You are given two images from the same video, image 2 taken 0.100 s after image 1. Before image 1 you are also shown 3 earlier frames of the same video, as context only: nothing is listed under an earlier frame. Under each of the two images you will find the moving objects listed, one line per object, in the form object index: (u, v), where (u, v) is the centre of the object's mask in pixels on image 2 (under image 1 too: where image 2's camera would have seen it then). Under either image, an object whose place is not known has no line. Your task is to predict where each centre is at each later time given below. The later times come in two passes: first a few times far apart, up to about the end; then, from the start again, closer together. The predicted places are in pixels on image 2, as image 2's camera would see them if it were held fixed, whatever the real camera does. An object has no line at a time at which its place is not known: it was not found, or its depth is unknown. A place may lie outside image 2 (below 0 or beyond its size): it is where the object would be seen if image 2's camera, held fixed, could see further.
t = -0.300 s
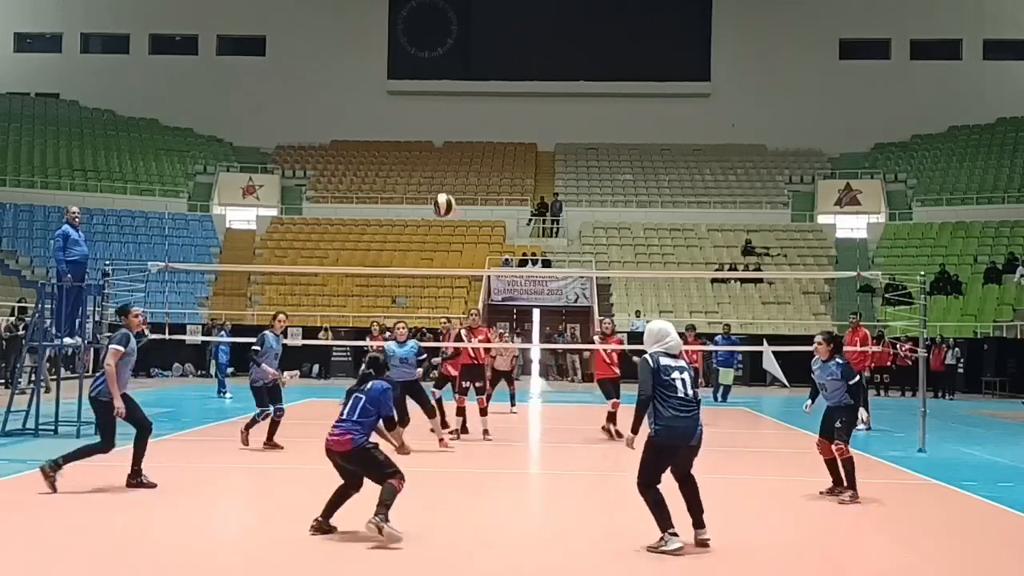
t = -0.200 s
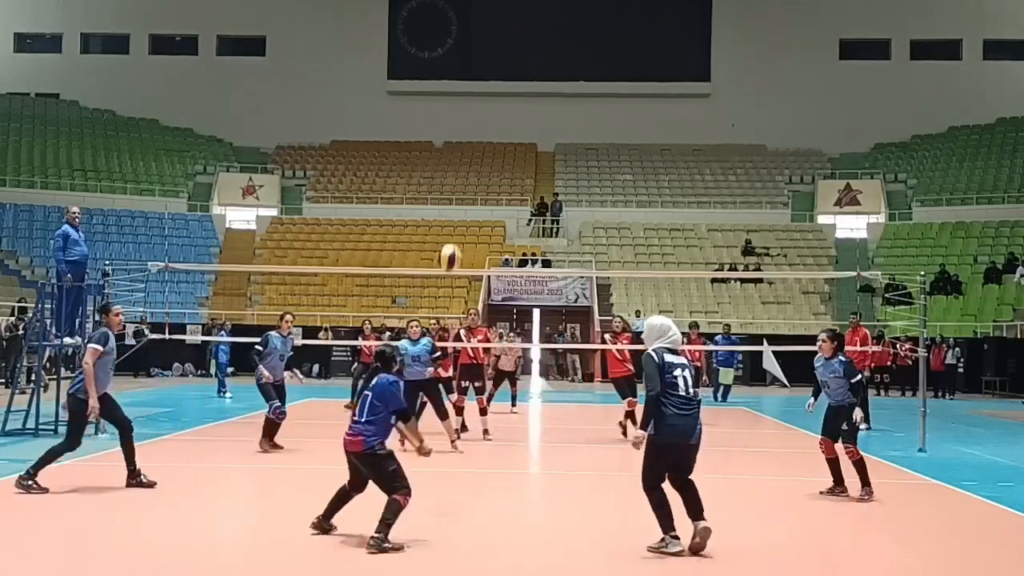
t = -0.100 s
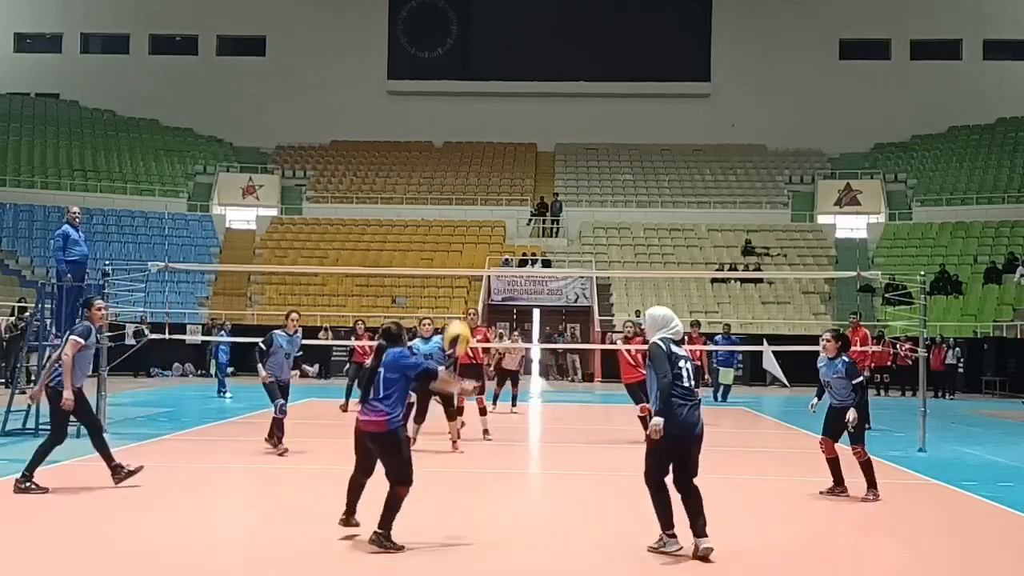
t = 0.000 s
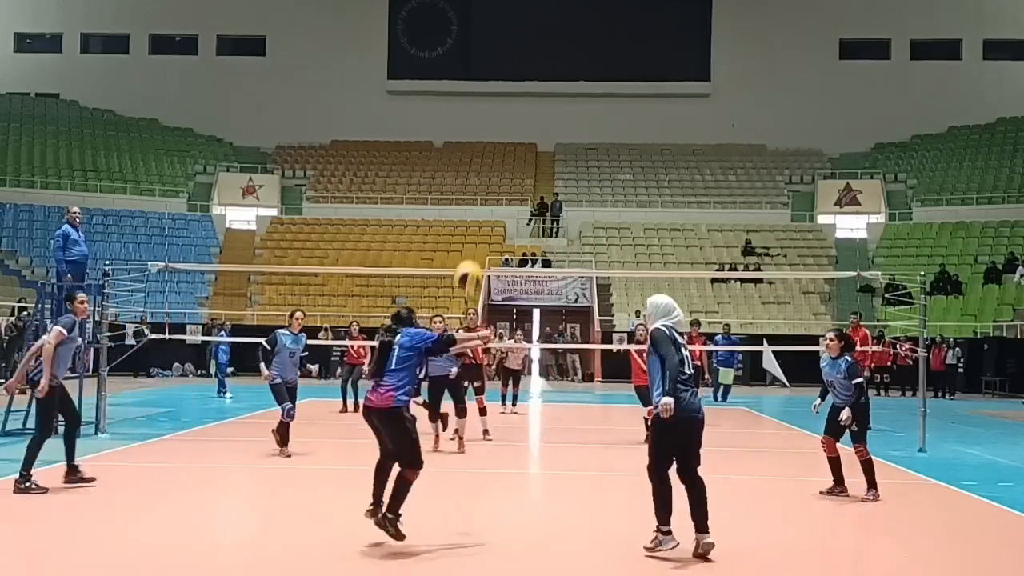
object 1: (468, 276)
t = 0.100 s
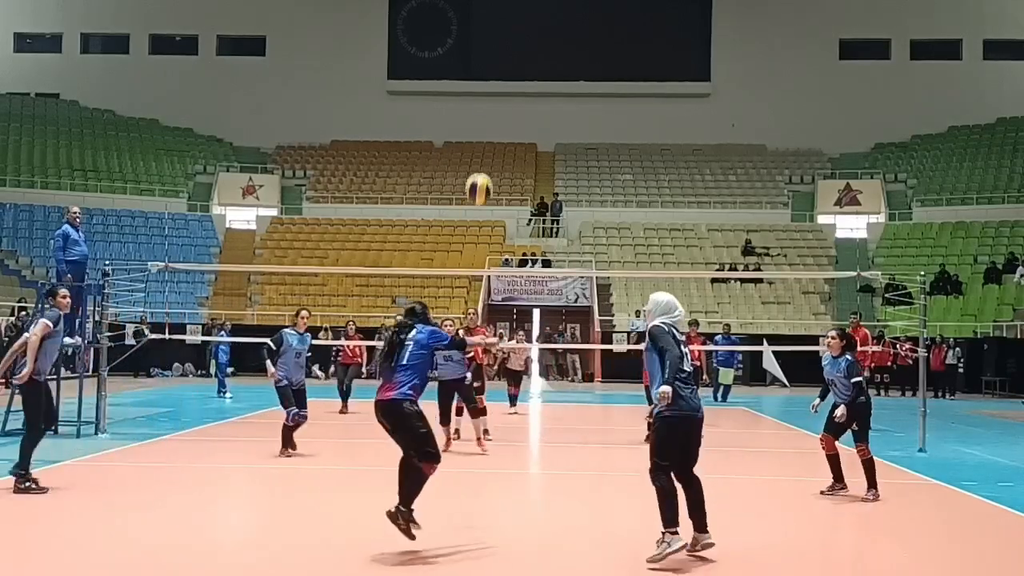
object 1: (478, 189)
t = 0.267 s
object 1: (495, 84)
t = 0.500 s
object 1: (510, 13)
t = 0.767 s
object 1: (523, 13)
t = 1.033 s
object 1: (532, 86)
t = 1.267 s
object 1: (538, 196)
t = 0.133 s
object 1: (482, 164)
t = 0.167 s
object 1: (485, 141)
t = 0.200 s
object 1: (489, 120)
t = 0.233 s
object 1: (492, 101)
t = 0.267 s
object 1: (495, 84)
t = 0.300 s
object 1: (497, 69)
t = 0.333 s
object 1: (500, 56)
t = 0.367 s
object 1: (502, 44)
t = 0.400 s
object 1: (504, 34)
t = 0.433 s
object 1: (506, 25)
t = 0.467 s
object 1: (508, 18)
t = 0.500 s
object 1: (510, 13)
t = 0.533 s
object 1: (512, 10)
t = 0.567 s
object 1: (514, 8)
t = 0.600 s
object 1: (516, 7)
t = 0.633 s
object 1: (518, 7)
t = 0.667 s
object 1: (519, 7)
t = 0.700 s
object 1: (520, 8)
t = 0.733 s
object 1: (521, 10)
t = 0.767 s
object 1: (523, 13)
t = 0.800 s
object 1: (524, 19)
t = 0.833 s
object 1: (525, 26)
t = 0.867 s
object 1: (527, 33)
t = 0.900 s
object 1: (528, 42)
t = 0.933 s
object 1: (529, 52)
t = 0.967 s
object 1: (530, 63)
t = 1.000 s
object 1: (531, 74)
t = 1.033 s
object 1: (532, 86)
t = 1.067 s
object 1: (533, 99)
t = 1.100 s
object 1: (534, 113)
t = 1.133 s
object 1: (535, 128)
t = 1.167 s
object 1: (535, 143)
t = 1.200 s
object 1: (536, 160)
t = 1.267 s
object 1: (538, 196)
